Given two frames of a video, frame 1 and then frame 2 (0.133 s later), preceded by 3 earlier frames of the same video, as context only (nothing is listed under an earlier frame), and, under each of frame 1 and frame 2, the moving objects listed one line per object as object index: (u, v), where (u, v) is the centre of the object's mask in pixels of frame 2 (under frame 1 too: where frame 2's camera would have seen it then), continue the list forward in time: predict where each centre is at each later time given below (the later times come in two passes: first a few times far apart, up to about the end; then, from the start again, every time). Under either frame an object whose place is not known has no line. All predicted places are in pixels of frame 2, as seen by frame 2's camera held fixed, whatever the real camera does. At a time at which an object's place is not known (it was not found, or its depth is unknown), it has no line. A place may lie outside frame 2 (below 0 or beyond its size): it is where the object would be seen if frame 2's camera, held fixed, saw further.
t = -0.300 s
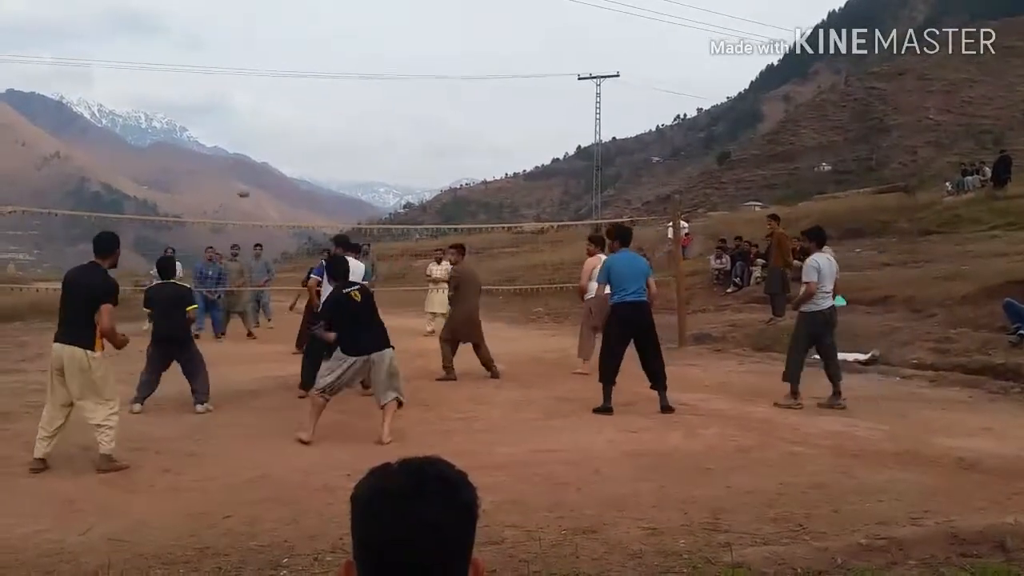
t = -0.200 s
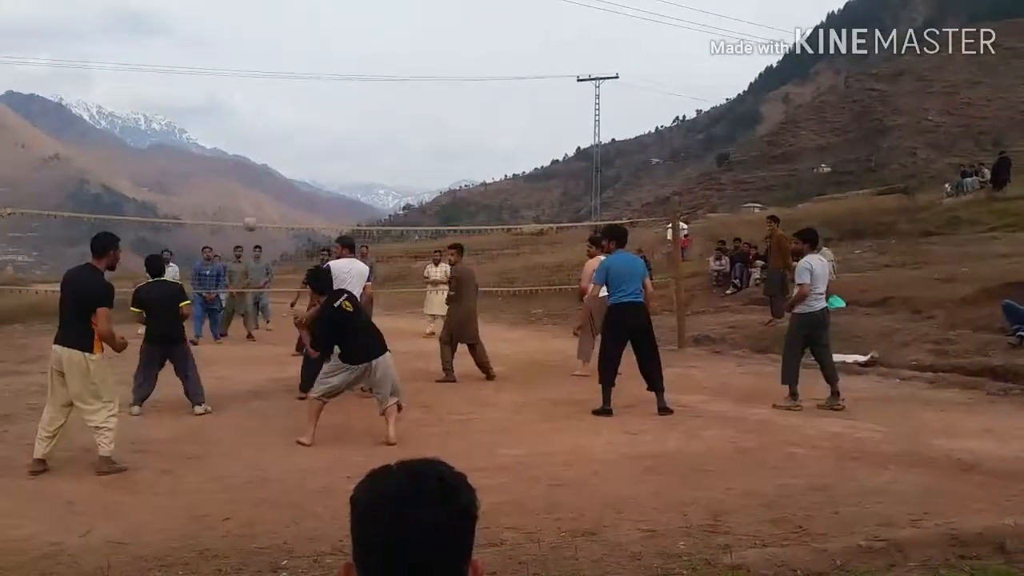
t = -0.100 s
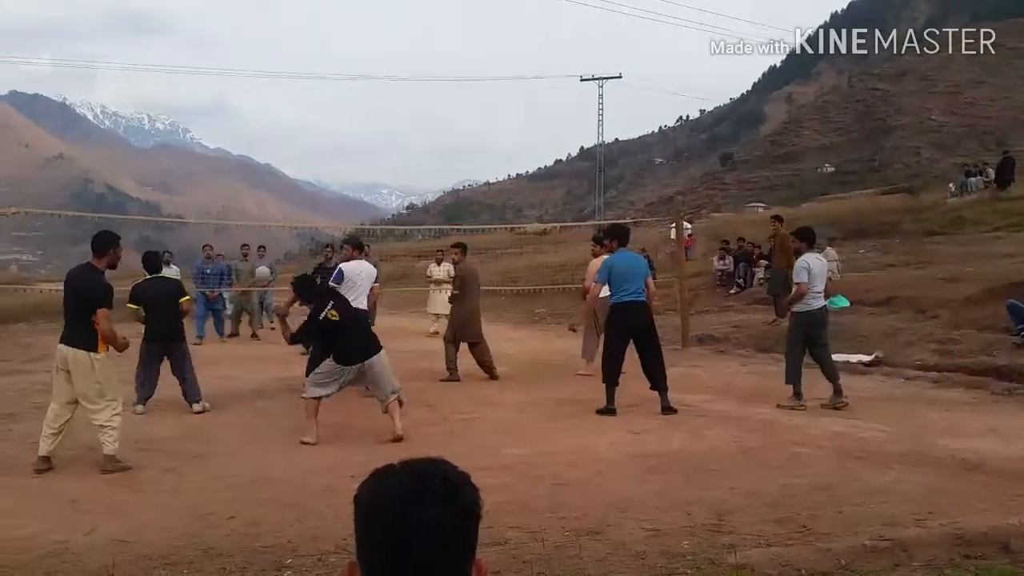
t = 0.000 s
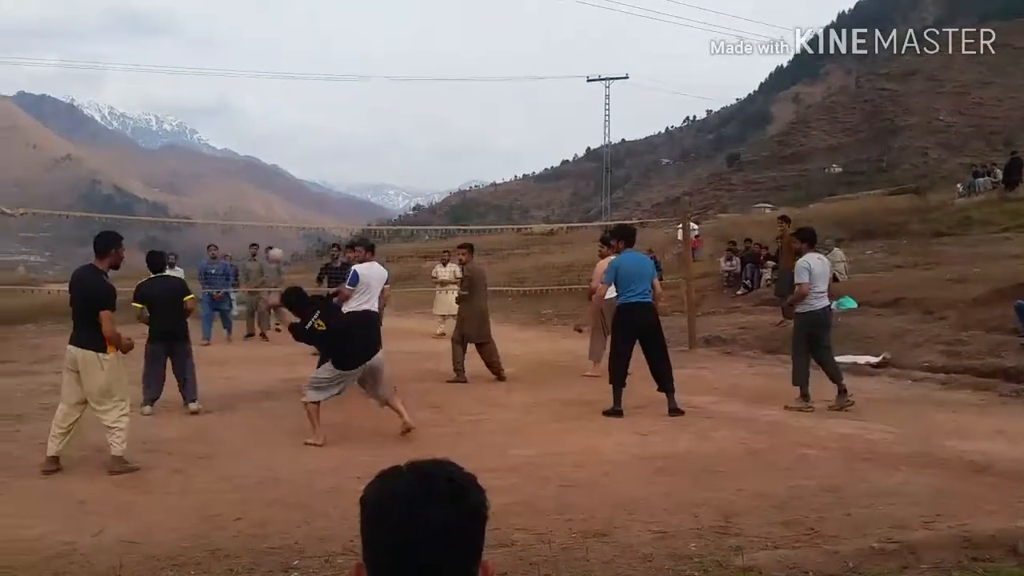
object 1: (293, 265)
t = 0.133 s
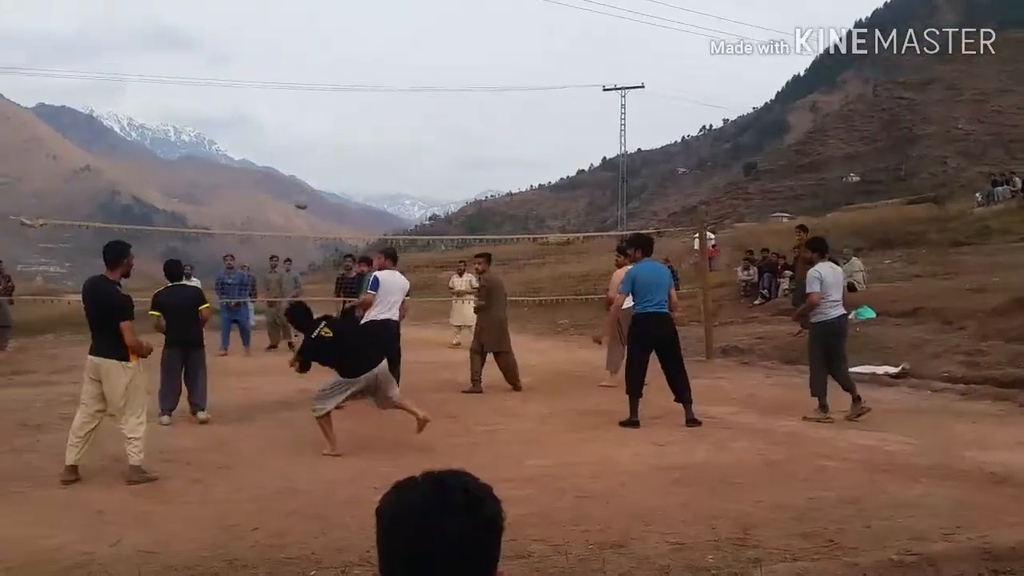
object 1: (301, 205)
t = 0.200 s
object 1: (306, 182)
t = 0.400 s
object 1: (316, 153)
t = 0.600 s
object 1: (326, 159)
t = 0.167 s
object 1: (305, 193)
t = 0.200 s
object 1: (306, 182)
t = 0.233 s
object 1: (307, 174)
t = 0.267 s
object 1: (309, 167)
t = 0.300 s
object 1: (311, 161)
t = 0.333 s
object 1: (313, 157)
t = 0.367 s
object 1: (315, 154)
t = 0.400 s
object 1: (316, 153)
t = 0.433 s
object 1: (318, 152)
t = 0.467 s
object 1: (320, 151)
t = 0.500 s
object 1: (322, 152)
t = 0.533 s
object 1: (323, 154)
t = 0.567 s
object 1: (324, 156)
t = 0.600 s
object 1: (326, 159)
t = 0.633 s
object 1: (328, 162)
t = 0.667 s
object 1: (329, 167)
